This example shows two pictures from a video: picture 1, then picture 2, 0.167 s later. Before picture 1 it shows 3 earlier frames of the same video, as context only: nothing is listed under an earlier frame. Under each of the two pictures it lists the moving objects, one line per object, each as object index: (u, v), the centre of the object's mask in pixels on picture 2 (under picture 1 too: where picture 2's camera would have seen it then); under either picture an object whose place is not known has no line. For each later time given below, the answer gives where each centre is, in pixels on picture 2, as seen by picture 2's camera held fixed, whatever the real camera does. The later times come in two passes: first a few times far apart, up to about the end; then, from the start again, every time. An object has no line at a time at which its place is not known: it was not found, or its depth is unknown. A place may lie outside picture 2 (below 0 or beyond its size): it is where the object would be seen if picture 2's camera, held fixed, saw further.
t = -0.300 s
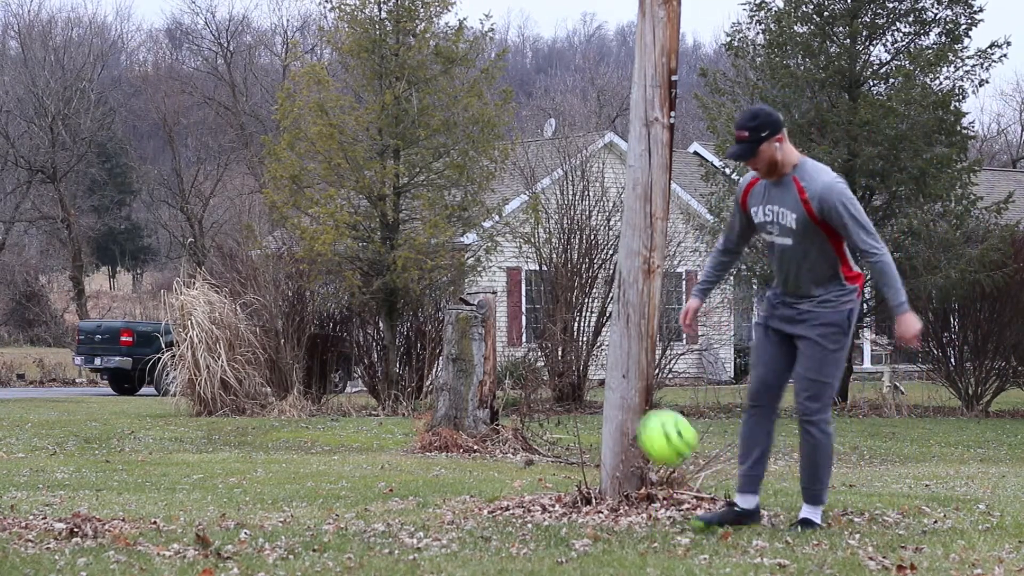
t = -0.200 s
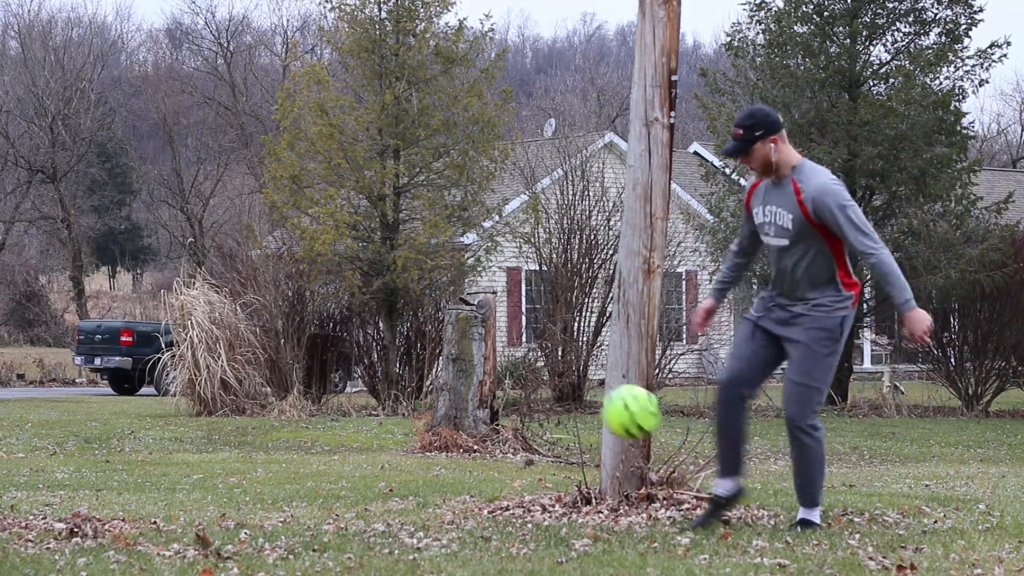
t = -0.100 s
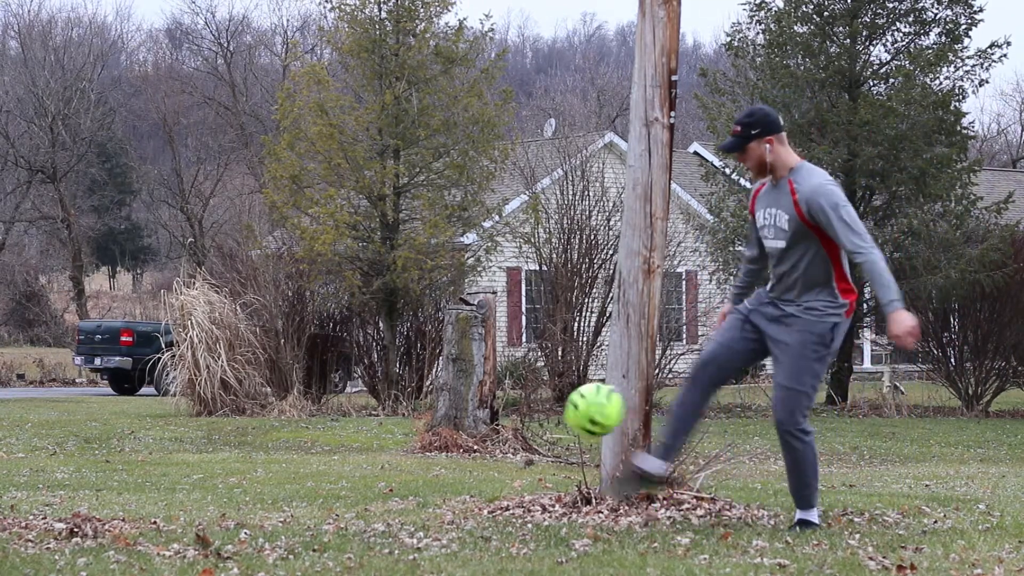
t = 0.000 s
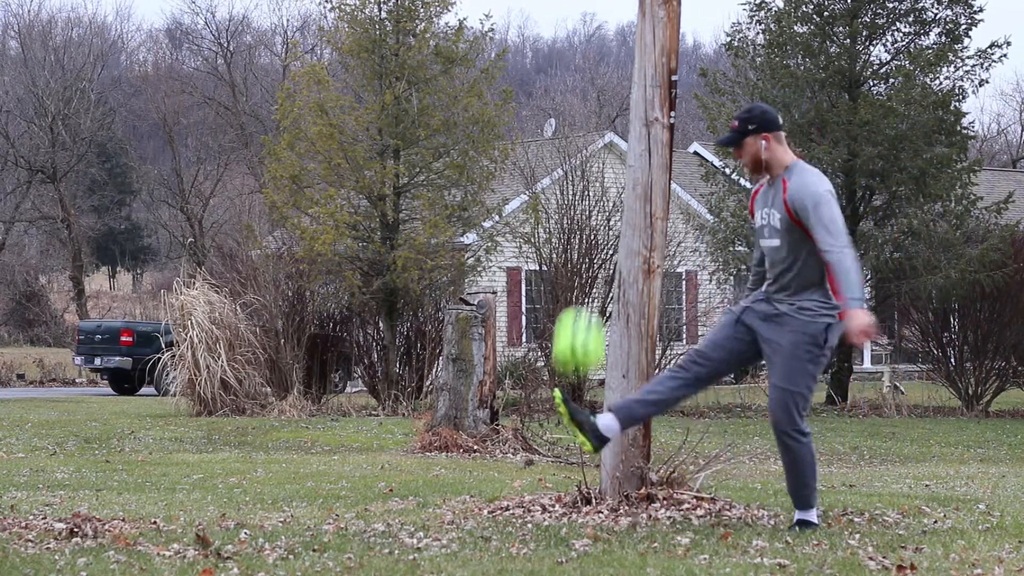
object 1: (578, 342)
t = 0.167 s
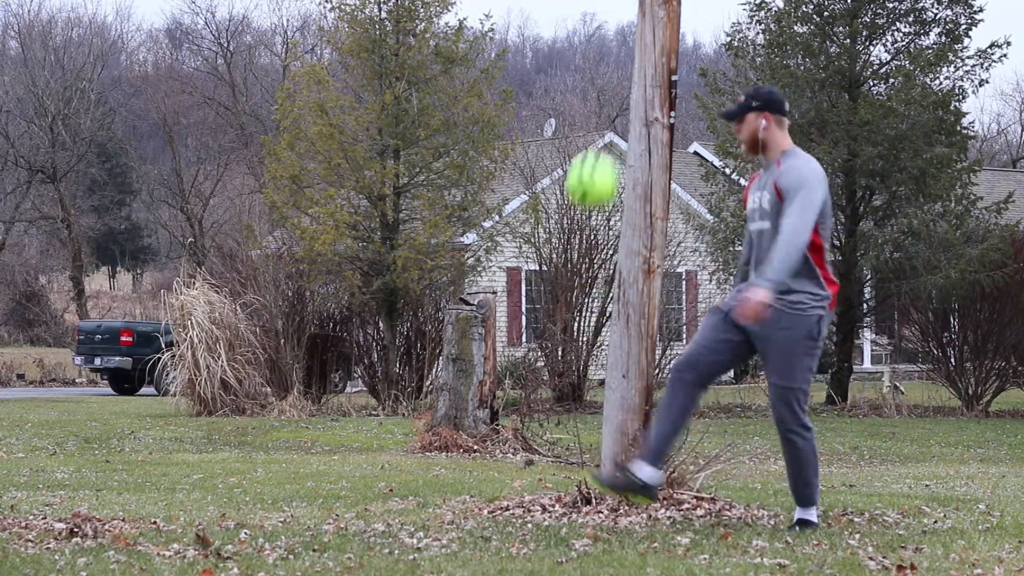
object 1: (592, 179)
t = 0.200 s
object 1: (595, 156)
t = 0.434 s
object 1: (617, 60)
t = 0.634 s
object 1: (636, 78)
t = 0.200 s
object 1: (595, 156)
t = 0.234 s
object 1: (599, 134)
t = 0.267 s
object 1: (602, 115)
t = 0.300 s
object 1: (605, 99)
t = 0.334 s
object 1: (608, 87)
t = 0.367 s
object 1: (611, 75)
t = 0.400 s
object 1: (614, 66)
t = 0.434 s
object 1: (617, 60)
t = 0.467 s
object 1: (621, 57)
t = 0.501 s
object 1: (623, 57)
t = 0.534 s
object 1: (627, 58)
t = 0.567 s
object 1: (630, 62)
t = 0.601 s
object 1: (633, 68)
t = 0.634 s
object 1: (636, 78)
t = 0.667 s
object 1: (640, 90)
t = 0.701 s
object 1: (643, 104)
